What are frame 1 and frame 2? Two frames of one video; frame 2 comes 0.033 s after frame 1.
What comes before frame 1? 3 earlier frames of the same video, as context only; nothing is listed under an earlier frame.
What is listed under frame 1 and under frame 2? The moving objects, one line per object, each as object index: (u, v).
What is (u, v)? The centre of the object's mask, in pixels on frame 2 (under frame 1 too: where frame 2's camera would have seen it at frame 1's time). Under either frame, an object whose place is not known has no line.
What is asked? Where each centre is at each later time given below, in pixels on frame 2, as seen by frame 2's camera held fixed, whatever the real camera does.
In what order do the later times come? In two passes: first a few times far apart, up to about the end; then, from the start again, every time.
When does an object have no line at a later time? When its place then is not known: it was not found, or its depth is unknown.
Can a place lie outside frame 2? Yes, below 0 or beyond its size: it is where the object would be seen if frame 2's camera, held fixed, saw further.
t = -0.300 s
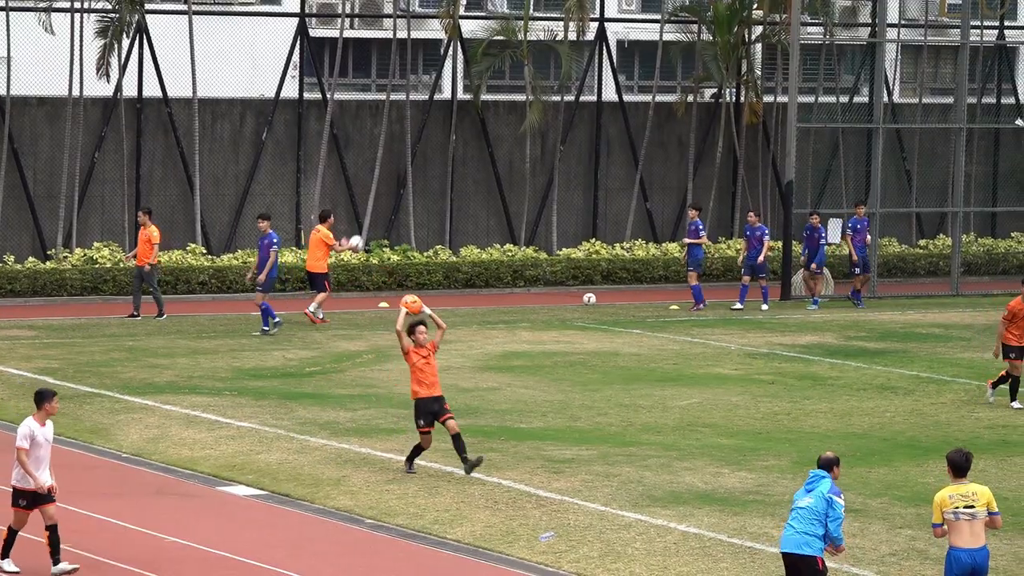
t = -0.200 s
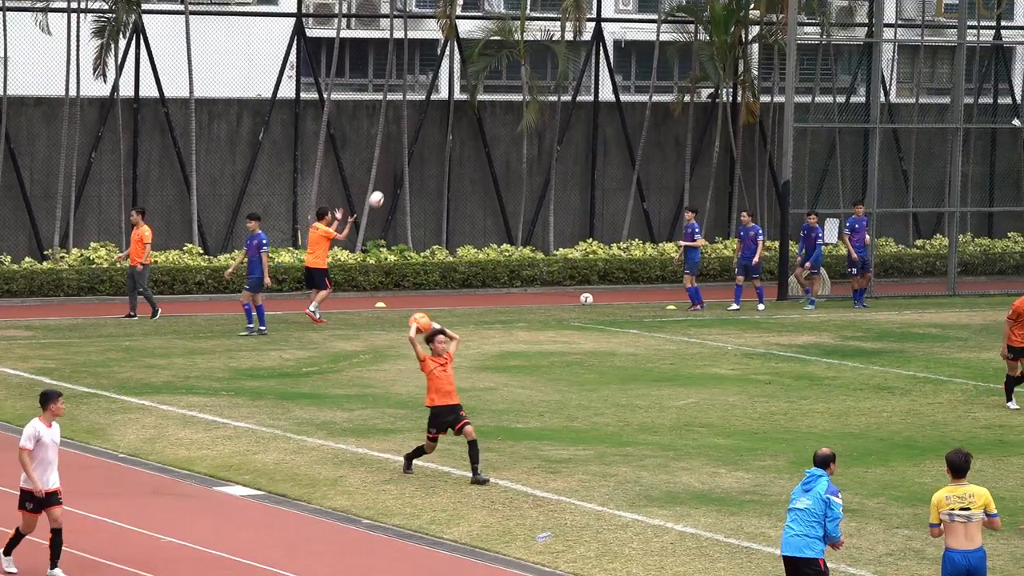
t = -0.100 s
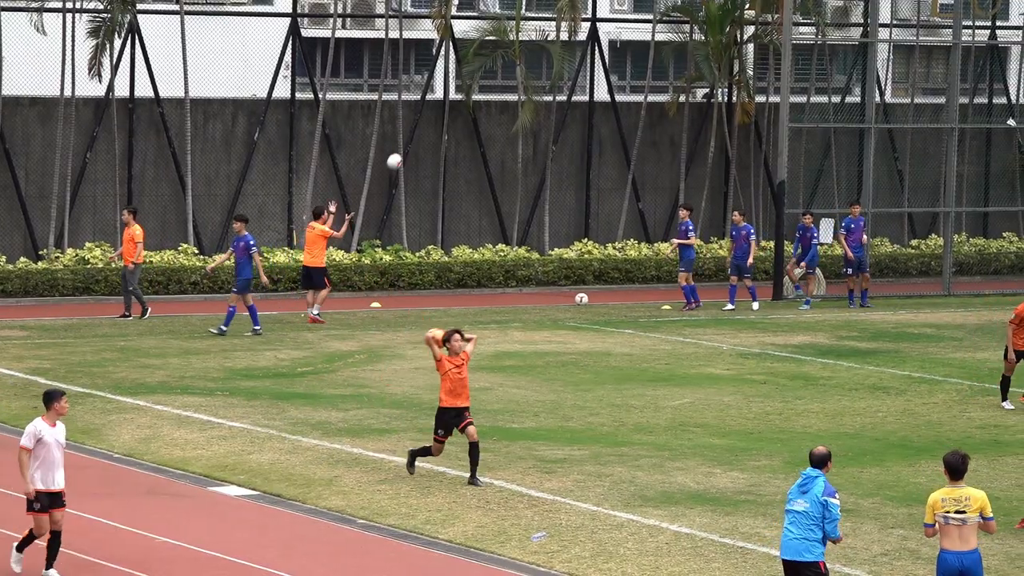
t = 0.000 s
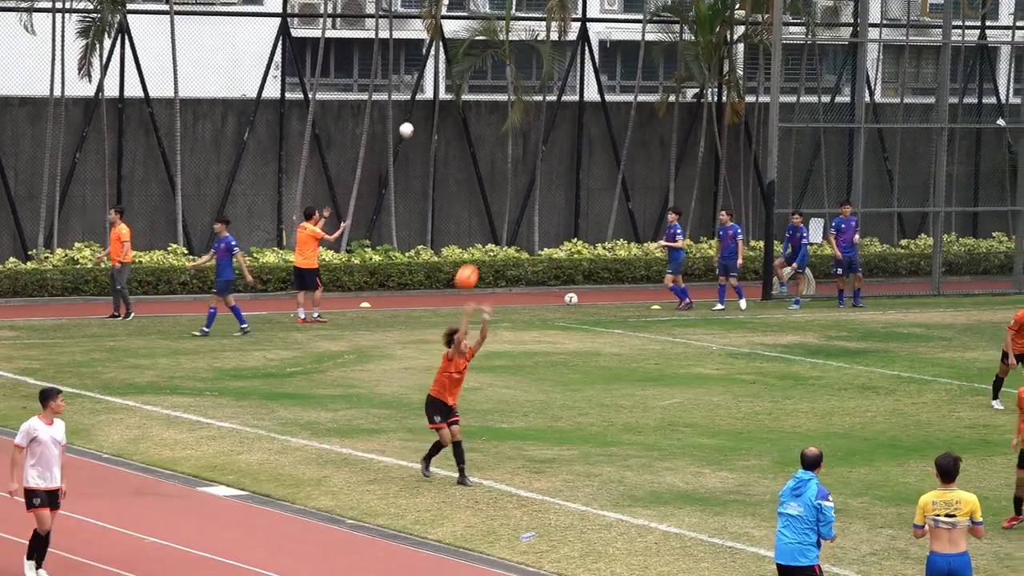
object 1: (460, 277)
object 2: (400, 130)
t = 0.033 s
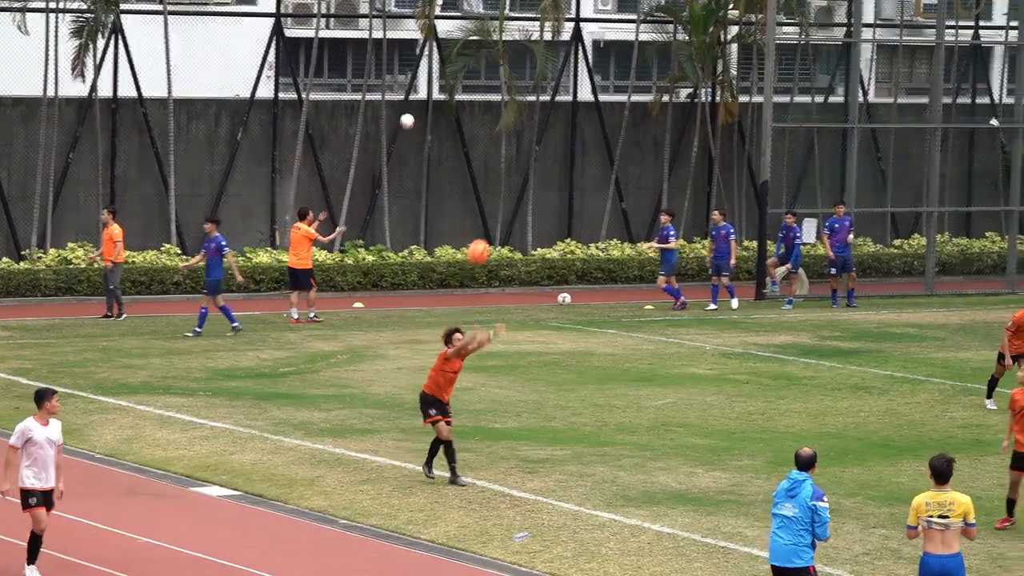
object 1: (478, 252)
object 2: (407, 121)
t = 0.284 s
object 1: (622, 94)
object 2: (460, 78)
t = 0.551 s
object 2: (512, 76)
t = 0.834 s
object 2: (562, 121)
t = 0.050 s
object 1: (487, 239)
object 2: (410, 117)
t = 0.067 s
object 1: (496, 228)
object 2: (414, 113)
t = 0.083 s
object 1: (506, 217)
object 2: (418, 109)
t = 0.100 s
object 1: (515, 205)
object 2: (421, 106)
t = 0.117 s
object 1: (524, 193)
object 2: (425, 103)
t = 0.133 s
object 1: (534, 183)
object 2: (428, 99)
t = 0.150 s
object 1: (543, 172)
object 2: (431, 96)
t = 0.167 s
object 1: (553, 161)
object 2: (436, 93)
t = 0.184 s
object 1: (562, 151)
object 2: (439, 91)
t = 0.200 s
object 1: (572, 141)
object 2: (443, 89)
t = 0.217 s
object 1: (582, 131)
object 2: (445, 86)
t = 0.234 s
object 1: (592, 122)
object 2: (449, 84)
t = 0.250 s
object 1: (602, 113)
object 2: (452, 82)
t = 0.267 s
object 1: (612, 104)
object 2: (456, 80)
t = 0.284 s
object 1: (622, 94)
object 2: (460, 78)
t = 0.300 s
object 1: (632, 85)
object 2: (463, 77)
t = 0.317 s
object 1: (642, 76)
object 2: (466, 76)
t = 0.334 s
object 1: (652, 68)
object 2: (470, 74)
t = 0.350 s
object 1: (663, 60)
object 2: (473, 73)
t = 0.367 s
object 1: (673, 53)
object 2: (476, 73)
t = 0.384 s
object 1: (683, 45)
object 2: (480, 72)
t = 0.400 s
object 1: (694, 38)
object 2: (483, 72)
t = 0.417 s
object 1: (705, 31)
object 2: (486, 72)
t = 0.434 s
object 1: (715, 24)
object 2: (489, 72)
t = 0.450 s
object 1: (726, 17)
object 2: (493, 72)
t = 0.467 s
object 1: (736, 10)
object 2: (496, 72)
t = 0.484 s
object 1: (747, 4)
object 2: (500, 73)
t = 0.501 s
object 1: (758, 0)
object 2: (502, 73)
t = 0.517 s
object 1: (768, -4)
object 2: (506, 74)
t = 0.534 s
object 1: (780, -6)
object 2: (509, 75)
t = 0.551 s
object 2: (512, 76)
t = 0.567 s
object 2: (515, 77)
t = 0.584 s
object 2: (518, 79)
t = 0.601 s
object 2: (521, 81)
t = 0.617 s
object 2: (524, 82)
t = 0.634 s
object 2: (527, 84)
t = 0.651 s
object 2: (530, 86)
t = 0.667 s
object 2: (533, 89)
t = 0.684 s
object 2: (536, 91)
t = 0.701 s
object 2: (539, 93)
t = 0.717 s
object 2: (542, 97)
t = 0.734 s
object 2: (545, 100)
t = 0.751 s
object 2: (548, 103)
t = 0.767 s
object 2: (550, 106)
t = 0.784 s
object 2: (553, 109)
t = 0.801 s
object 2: (556, 113)
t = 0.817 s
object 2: (559, 117)
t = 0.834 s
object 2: (562, 121)
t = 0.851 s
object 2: (565, 125)
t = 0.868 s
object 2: (567, 129)
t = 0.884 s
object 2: (570, 134)
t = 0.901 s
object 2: (573, 138)
